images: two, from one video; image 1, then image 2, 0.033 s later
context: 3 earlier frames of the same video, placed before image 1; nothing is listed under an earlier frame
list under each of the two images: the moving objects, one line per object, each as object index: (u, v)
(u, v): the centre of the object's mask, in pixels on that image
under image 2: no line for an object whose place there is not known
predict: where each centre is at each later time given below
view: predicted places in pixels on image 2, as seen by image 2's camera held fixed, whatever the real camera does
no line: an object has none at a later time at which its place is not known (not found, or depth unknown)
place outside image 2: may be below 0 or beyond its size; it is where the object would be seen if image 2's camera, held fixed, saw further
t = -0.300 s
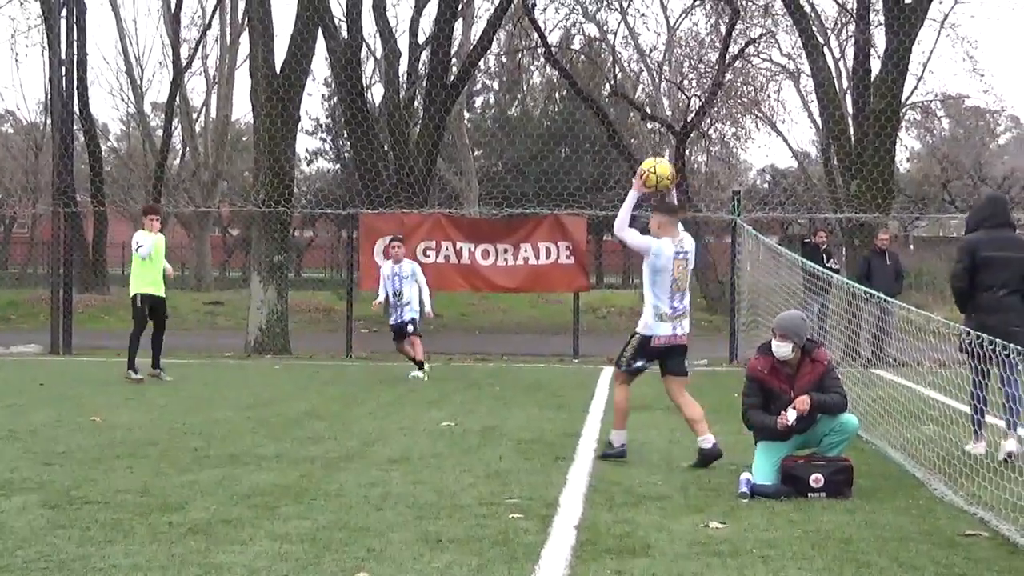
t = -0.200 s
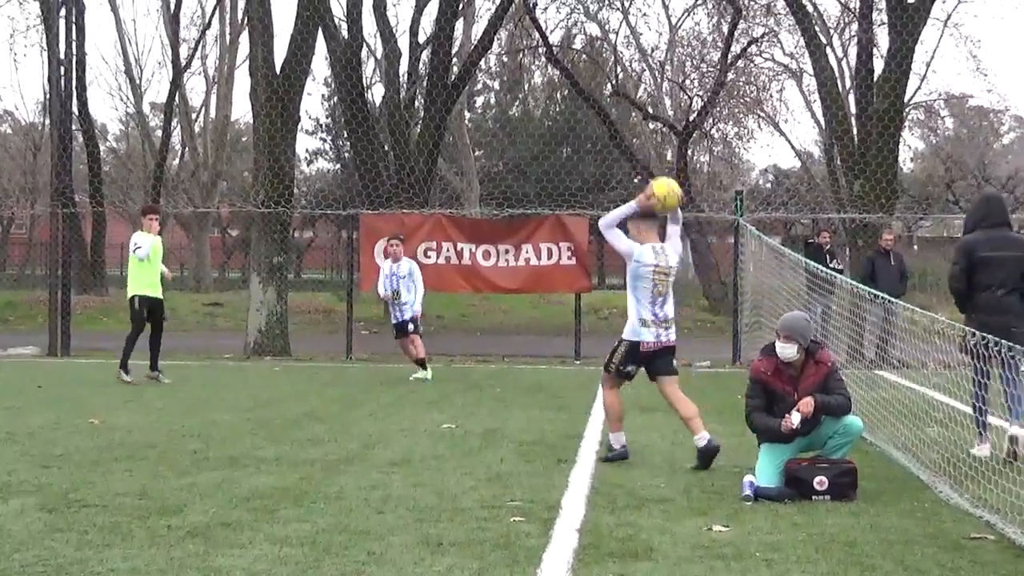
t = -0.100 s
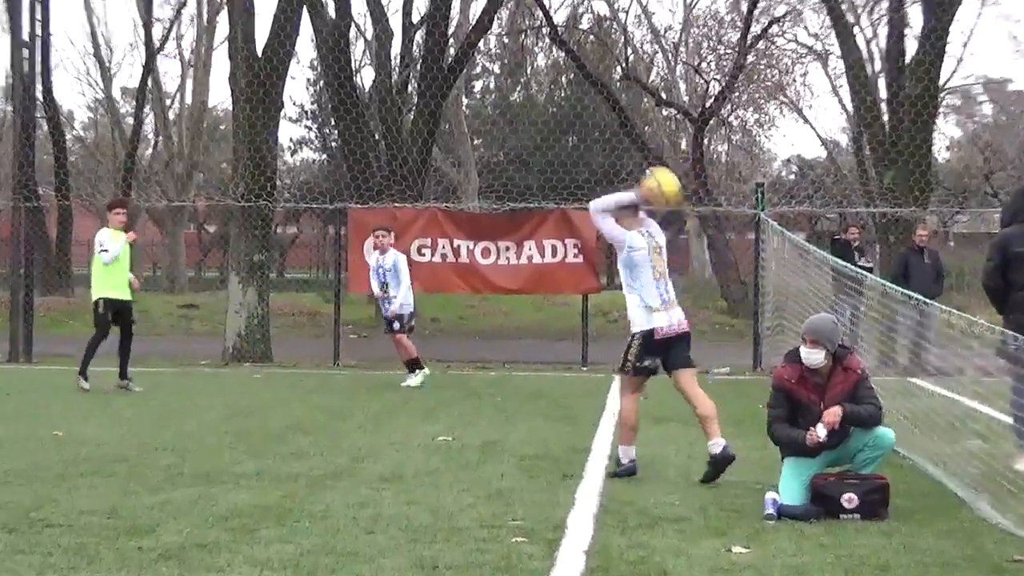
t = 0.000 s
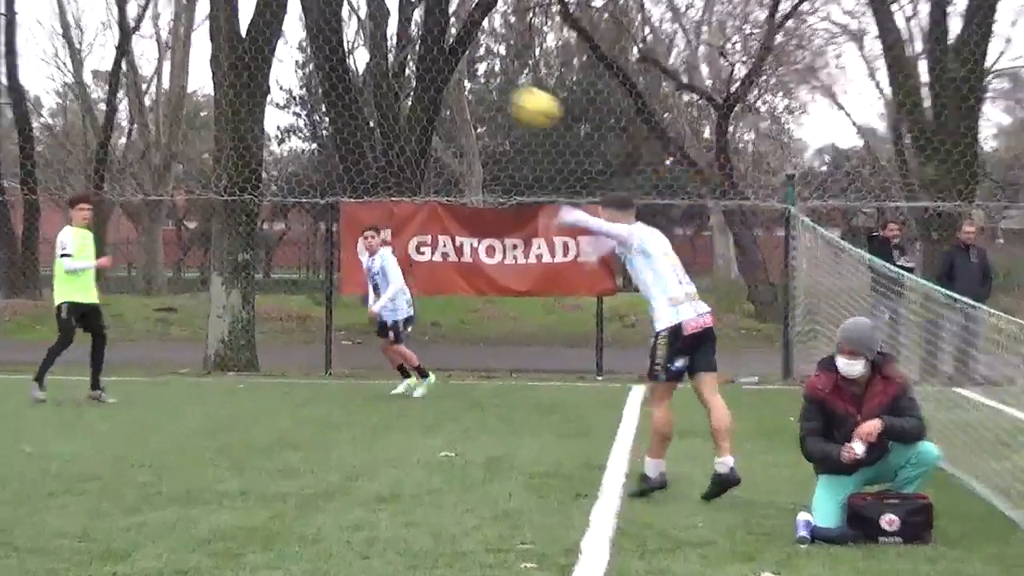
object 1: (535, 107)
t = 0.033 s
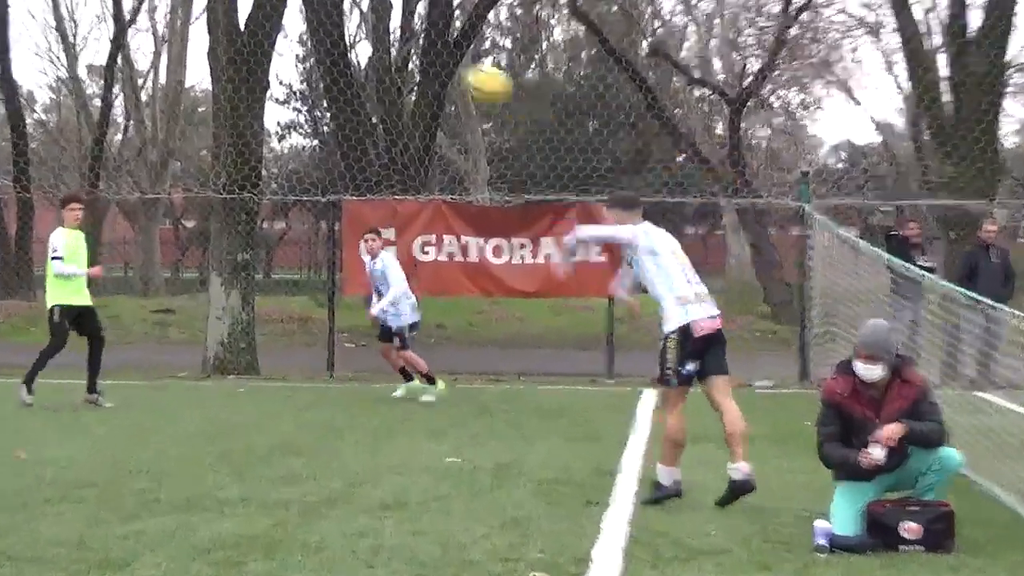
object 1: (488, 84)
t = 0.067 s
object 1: (438, 64)
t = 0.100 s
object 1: (393, 45)
